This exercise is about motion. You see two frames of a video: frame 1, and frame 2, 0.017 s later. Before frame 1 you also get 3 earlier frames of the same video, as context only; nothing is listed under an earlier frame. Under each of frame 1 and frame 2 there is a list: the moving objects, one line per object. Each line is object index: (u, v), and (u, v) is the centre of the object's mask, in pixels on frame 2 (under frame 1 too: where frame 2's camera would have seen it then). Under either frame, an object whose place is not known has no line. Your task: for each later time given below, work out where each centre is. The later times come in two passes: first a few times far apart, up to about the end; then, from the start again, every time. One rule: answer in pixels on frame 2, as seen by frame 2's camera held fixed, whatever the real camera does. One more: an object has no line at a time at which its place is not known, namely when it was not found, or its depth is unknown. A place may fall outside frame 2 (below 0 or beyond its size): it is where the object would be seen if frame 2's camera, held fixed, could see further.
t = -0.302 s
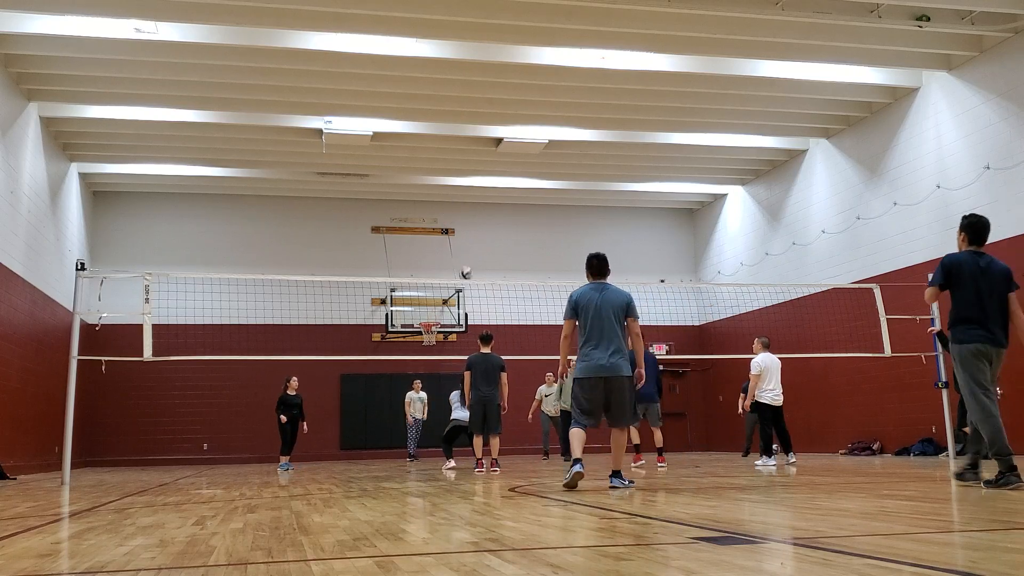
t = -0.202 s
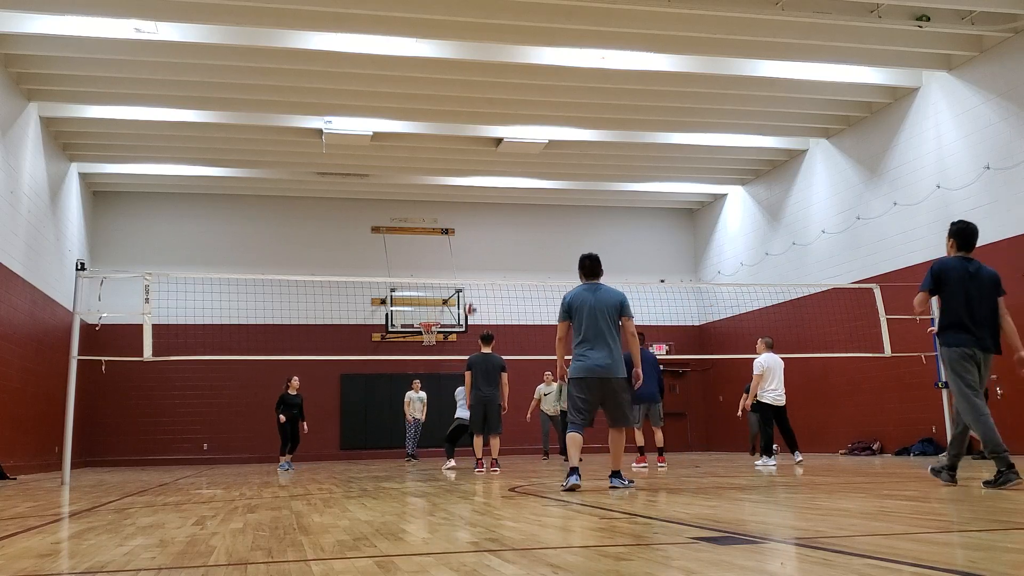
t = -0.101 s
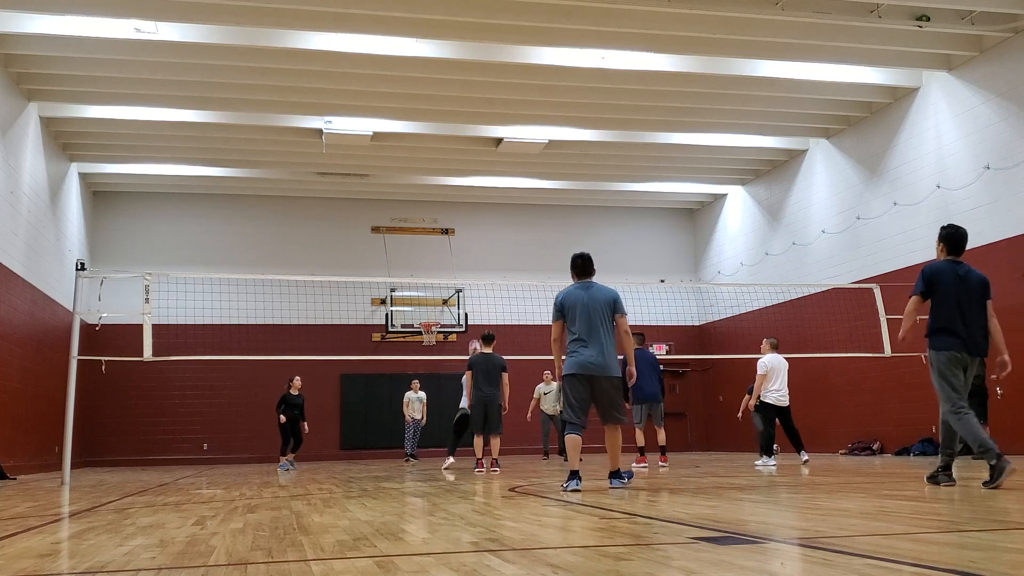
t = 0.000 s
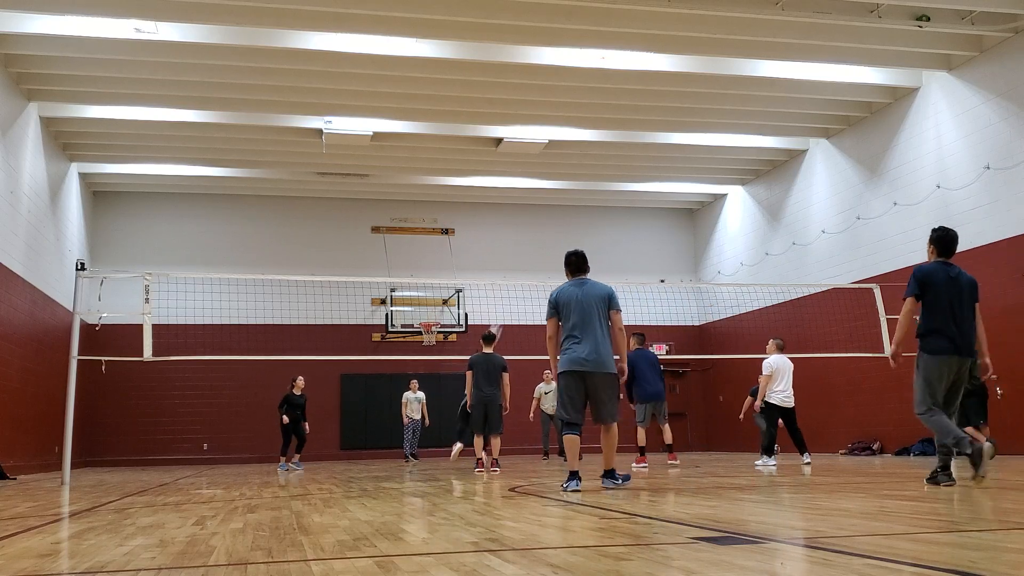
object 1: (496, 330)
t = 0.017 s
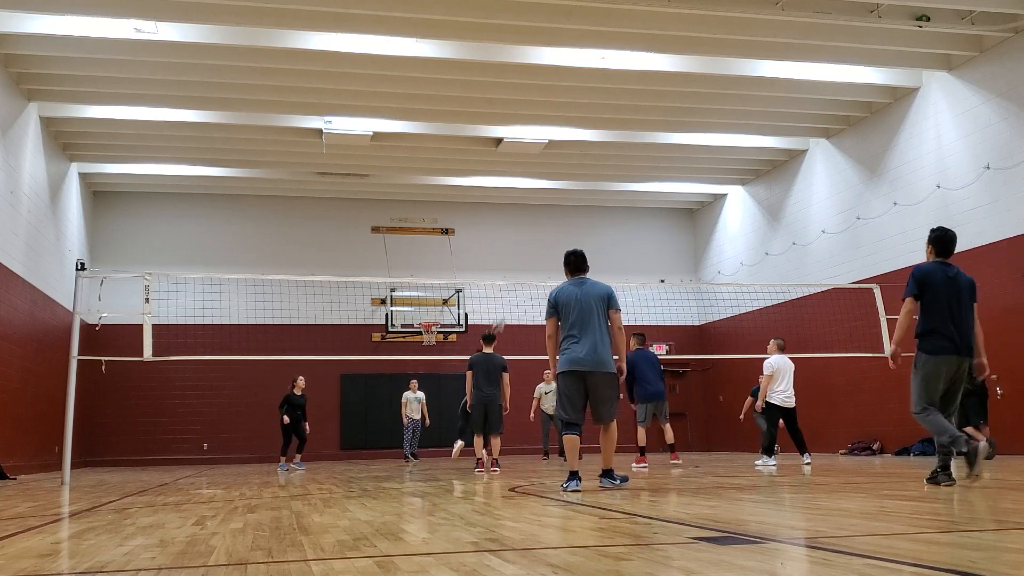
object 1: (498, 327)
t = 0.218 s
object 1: (551, 225)
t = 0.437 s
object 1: (603, 151)
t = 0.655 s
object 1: (652, 110)
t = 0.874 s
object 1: (703, 100)
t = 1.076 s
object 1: (750, 117)
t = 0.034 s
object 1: (504, 315)
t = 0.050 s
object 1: (509, 306)
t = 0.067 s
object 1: (514, 296)
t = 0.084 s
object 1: (517, 288)
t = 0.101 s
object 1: (522, 276)
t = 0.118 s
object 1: (525, 270)
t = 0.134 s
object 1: (529, 263)
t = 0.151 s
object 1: (534, 255)
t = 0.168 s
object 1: (538, 247)
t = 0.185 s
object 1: (543, 239)
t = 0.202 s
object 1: (547, 232)
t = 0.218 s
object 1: (551, 225)
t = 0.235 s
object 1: (555, 218)
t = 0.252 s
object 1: (559, 212)
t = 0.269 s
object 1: (562, 205)
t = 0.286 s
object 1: (567, 199)
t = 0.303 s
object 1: (570, 194)
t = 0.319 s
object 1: (575, 187)
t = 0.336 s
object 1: (579, 181)
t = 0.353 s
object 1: (584, 175)
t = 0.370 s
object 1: (587, 170)
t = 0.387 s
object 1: (591, 165)
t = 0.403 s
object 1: (595, 160)
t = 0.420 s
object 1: (599, 156)
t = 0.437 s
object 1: (603, 151)
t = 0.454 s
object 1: (606, 148)
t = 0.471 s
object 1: (610, 143)
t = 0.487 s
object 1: (614, 139)
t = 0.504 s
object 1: (618, 135)
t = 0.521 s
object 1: (622, 131)
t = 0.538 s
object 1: (625, 128)
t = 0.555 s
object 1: (629, 125)
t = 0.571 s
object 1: (633, 122)
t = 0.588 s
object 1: (637, 119)
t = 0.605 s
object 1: (641, 117)
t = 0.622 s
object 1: (645, 114)
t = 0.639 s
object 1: (648, 112)
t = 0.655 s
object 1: (652, 110)
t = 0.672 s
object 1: (656, 108)
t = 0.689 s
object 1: (660, 107)
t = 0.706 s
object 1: (664, 105)
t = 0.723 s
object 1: (667, 104)
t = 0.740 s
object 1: (671, 103)
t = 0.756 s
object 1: (676, 102)
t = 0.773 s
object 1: (680, 101)
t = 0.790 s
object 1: (683, 100)
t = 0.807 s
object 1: (687, 100)
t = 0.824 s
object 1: (691, 100)
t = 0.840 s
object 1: (696, 99)
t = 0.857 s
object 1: (700, 99)
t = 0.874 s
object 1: (703, 100)
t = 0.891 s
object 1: (707, 100)
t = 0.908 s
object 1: (711, 101)
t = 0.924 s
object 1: (715, 102)
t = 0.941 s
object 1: (718, 103)
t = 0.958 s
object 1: (722, 104)
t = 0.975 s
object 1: (726, 106)
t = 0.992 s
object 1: (730, 107)
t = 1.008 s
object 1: (734, 109)
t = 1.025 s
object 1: (738, 111)
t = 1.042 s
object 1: (742, 113)
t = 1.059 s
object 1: (746, 115)
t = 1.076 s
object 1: (750, 117)
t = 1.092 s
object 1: (754, 120)
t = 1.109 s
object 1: (759, 122)
